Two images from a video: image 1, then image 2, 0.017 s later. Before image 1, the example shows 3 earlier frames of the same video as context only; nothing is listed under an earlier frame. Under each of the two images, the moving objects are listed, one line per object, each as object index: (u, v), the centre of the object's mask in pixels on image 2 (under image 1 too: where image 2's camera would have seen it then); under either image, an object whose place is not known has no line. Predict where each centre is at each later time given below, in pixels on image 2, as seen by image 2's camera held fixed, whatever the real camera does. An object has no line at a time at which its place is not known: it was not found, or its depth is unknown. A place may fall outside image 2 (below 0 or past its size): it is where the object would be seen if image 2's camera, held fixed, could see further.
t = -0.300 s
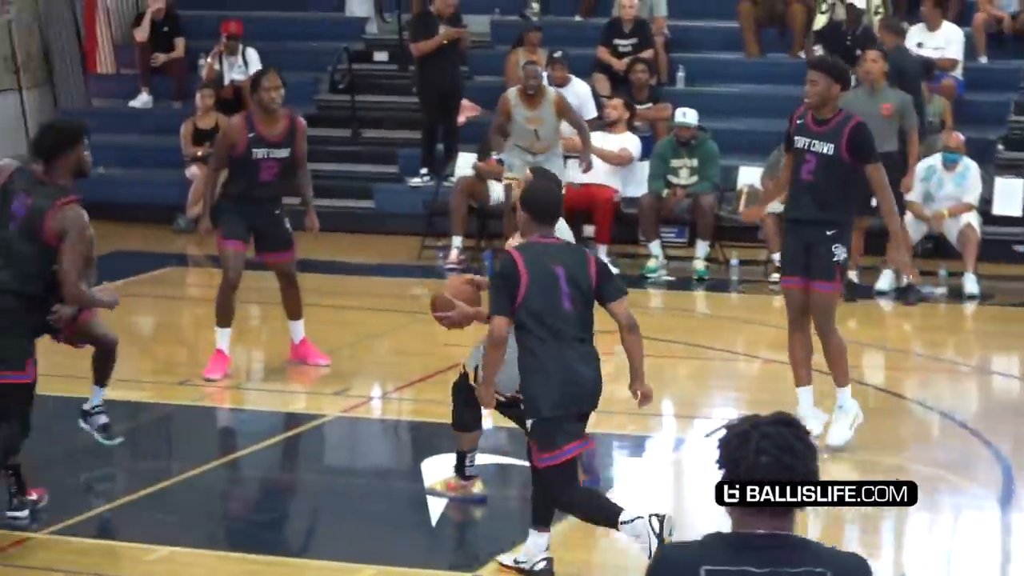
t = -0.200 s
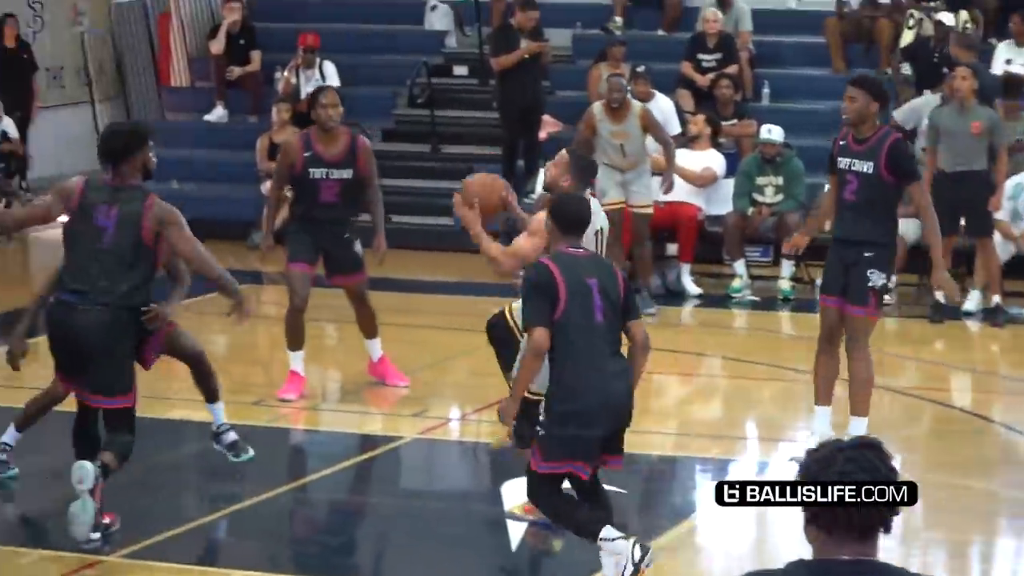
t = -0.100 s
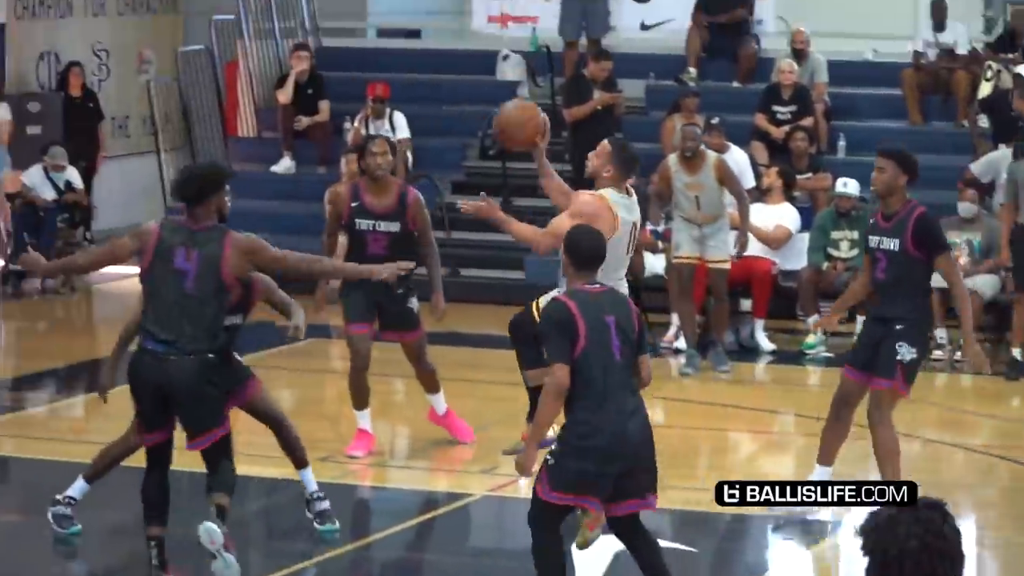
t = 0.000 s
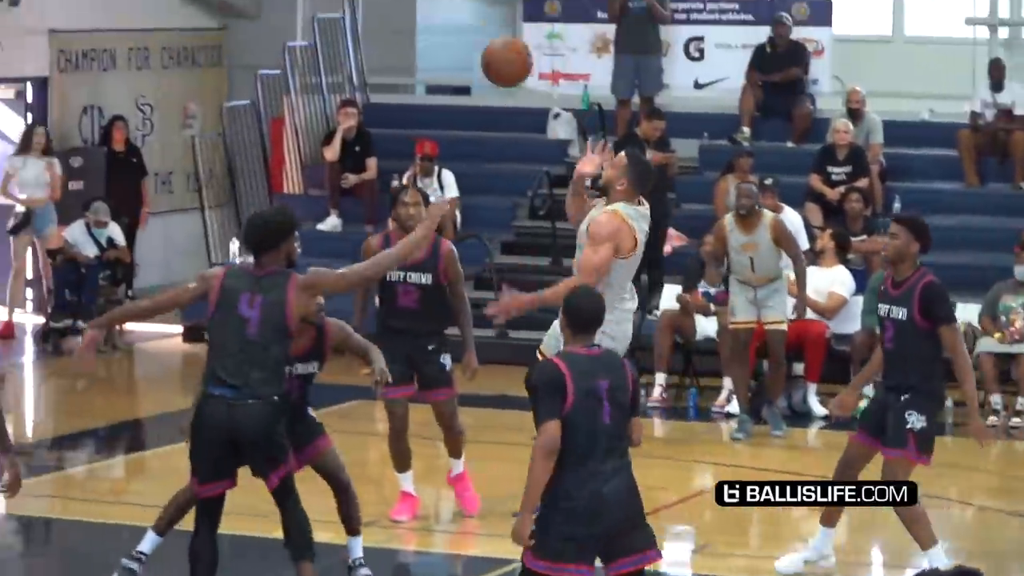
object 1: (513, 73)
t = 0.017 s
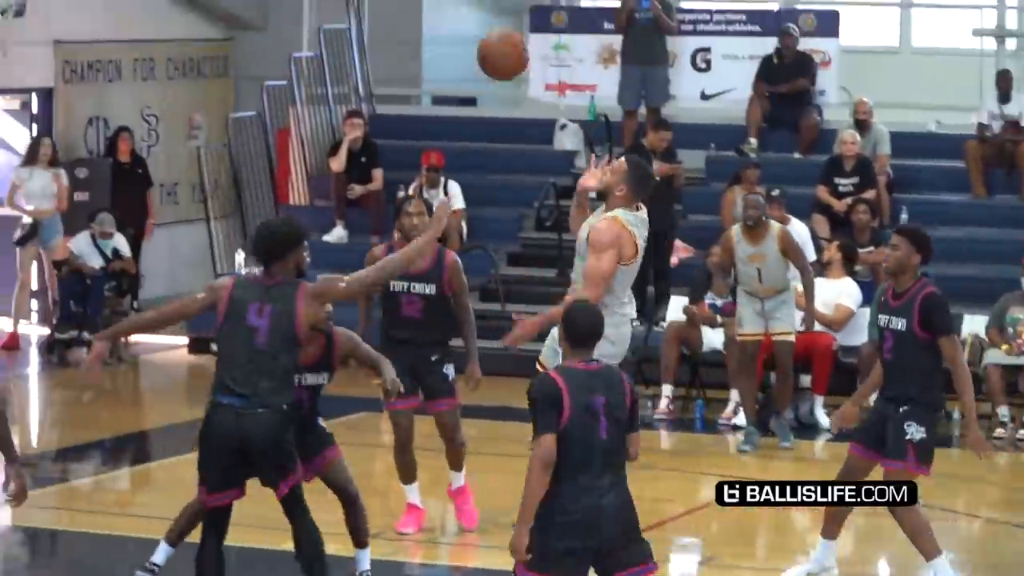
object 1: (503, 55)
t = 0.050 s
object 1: (482, 20)
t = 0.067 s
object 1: (471, 3)
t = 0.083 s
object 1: (461, -12)
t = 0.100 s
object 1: (451, -26)
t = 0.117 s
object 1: (440, -40)
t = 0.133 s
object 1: (430, -51)
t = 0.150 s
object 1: (420, -61)
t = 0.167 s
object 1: (409, -72)
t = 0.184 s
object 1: (400, -83)
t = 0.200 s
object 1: (389, -94)
